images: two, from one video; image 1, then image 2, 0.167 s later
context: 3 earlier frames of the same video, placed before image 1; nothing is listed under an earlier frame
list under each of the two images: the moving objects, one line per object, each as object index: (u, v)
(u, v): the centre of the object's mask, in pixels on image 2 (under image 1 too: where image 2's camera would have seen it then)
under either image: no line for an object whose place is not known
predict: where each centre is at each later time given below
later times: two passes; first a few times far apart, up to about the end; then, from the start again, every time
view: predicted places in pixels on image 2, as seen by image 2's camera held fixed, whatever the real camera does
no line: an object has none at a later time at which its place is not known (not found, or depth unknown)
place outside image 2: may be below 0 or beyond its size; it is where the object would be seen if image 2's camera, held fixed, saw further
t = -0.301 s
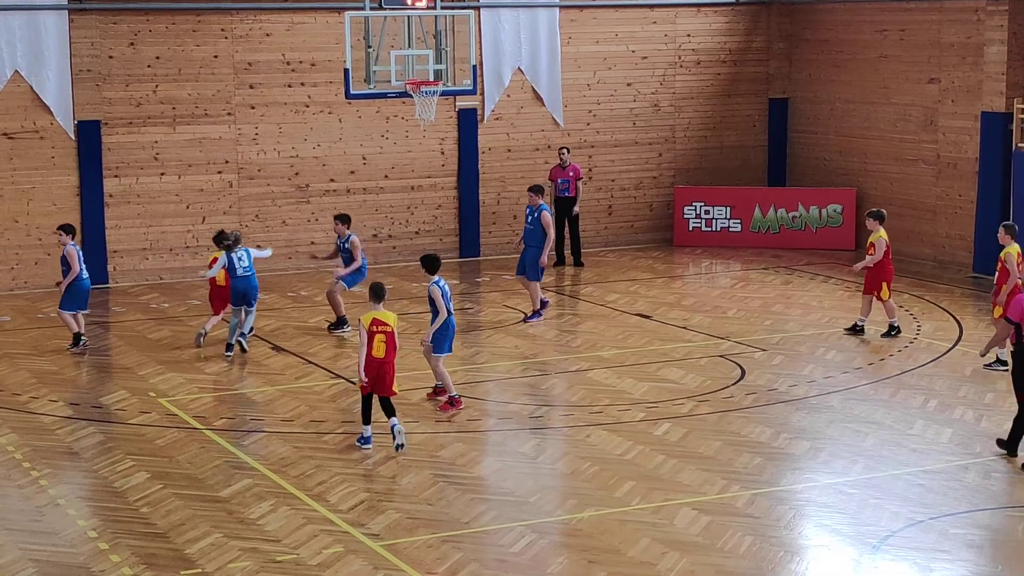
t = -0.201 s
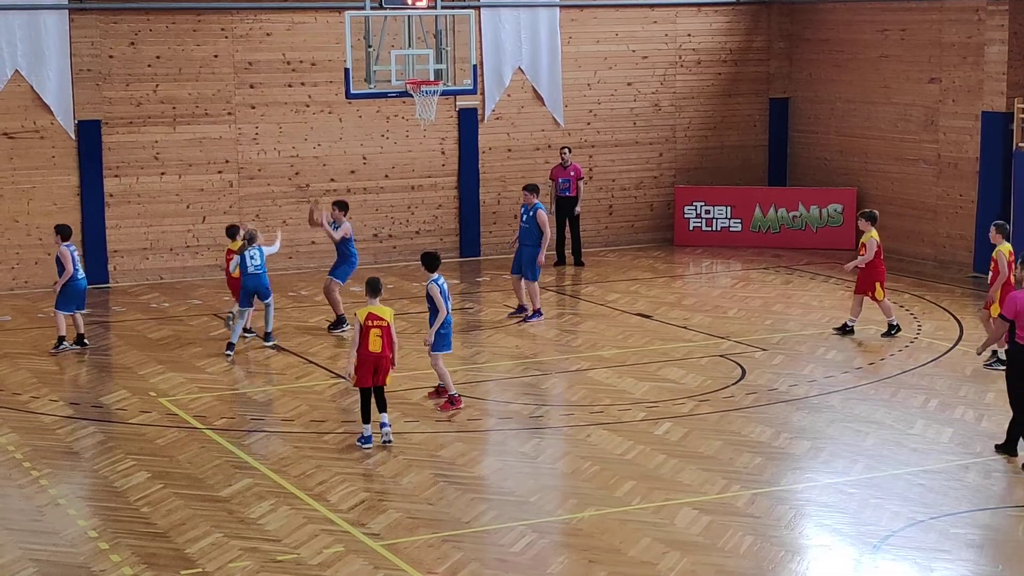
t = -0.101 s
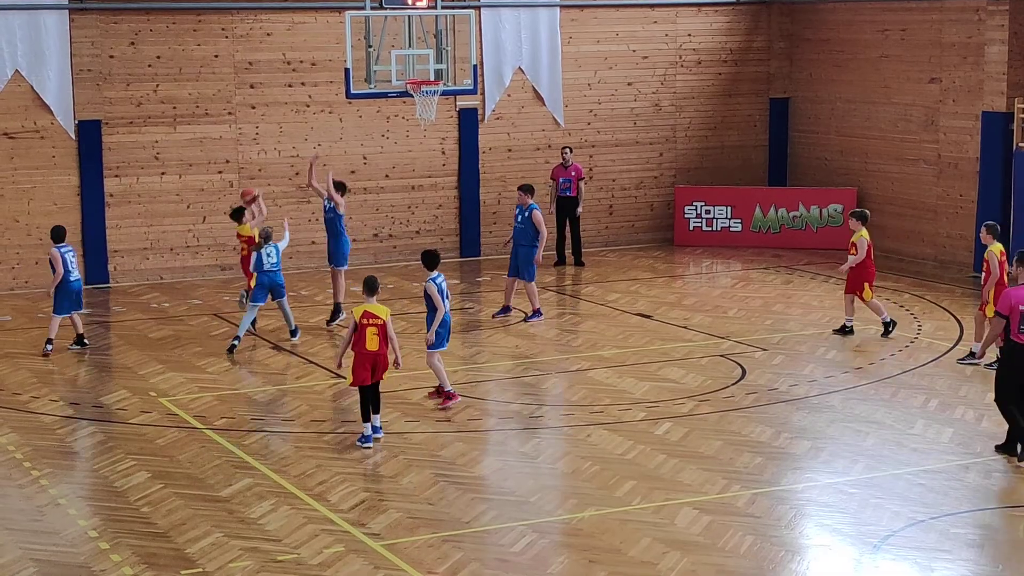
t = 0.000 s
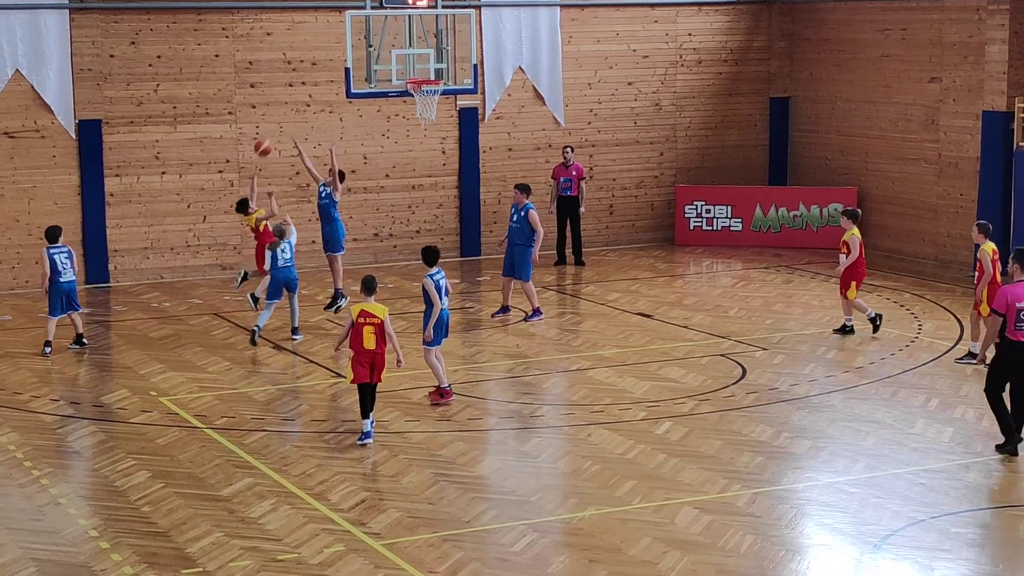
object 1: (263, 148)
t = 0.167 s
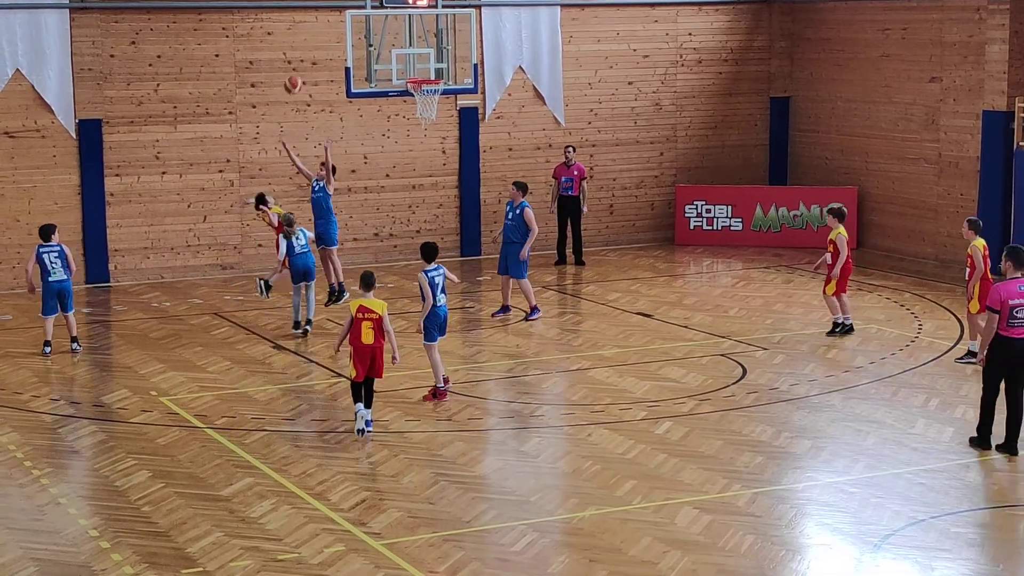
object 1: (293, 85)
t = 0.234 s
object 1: (305, 67)
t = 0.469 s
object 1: (348, 31)
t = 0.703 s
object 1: (392, 37)
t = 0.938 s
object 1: (429, 70)
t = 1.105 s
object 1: (441, 66)
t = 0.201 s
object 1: (299, 76)
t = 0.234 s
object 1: (305, 67)
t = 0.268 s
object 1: (311, 59)
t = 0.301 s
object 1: (317, 52)
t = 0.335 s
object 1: (323, 46)
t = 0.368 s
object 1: (329, 41)
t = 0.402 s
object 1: (335, 37)
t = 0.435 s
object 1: (341, 33)
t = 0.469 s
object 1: (348, 31)
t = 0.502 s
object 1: (355, 30)
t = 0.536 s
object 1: (362, 29)
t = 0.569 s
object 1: (368, 29)
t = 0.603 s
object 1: (374, 29)
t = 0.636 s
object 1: (380, 31)
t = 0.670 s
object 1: (386, 34)
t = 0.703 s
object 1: (392, 37)
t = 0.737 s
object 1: (398, 42)
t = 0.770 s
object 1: (404, 47)
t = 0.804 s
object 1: (409, 53)
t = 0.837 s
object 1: (416, 60)
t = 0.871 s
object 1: (422, 68)
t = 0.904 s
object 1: (427, 73)
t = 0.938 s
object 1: (429, 70)
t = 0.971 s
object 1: (432, 68)
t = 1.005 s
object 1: (434, 66)
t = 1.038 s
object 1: (436, 65)
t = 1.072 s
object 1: (439, 65)
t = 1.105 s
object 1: (441, 66)
